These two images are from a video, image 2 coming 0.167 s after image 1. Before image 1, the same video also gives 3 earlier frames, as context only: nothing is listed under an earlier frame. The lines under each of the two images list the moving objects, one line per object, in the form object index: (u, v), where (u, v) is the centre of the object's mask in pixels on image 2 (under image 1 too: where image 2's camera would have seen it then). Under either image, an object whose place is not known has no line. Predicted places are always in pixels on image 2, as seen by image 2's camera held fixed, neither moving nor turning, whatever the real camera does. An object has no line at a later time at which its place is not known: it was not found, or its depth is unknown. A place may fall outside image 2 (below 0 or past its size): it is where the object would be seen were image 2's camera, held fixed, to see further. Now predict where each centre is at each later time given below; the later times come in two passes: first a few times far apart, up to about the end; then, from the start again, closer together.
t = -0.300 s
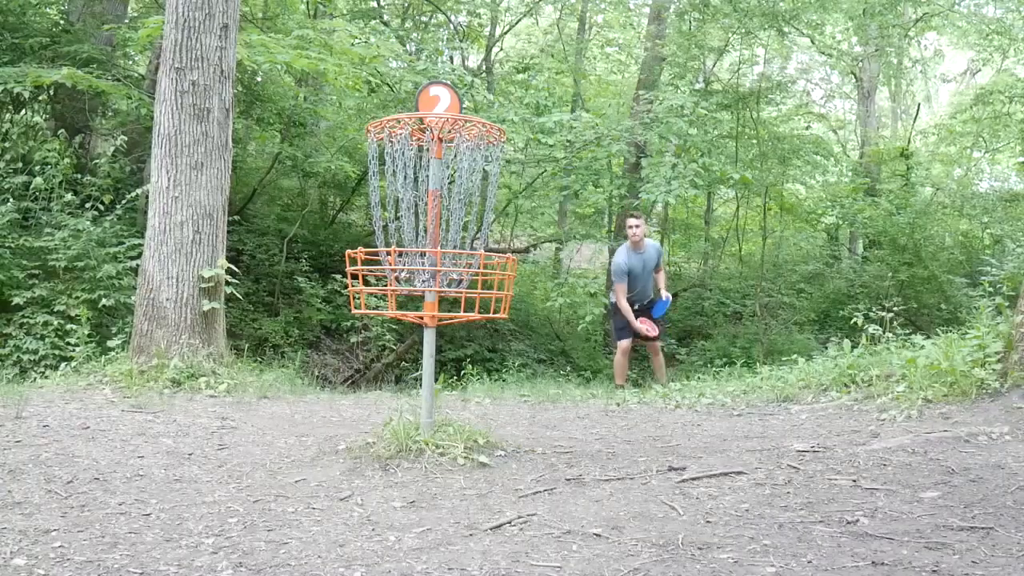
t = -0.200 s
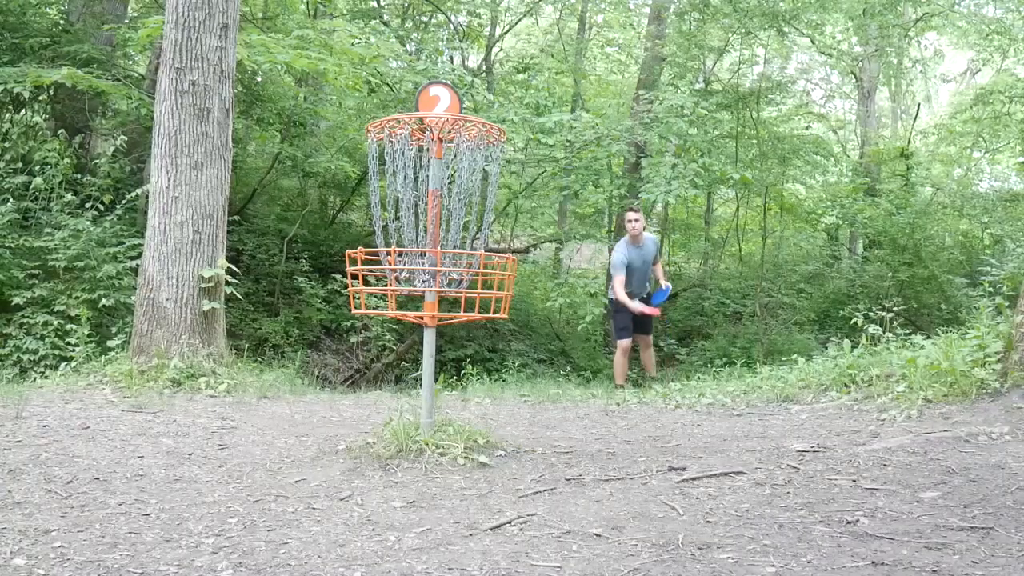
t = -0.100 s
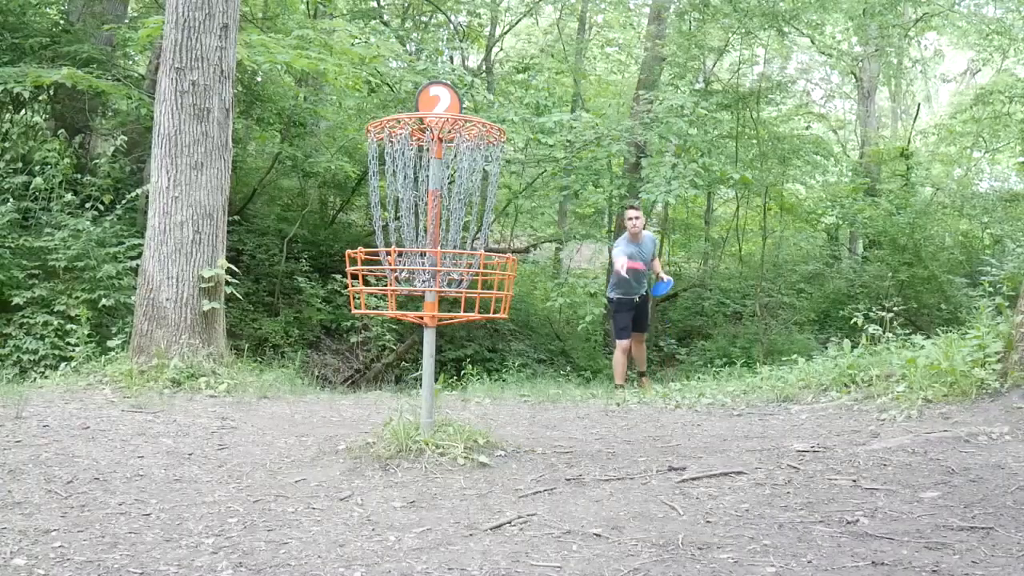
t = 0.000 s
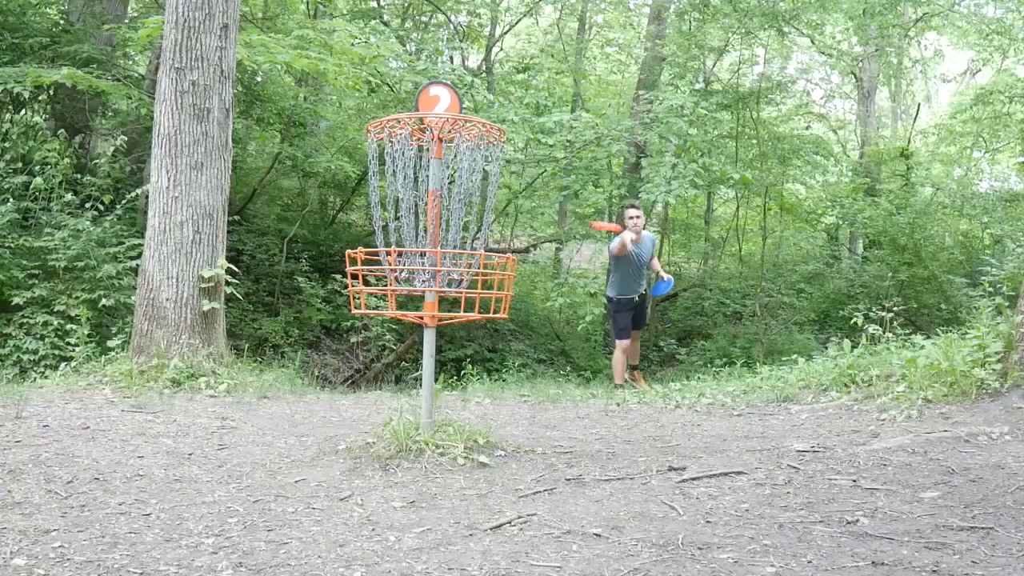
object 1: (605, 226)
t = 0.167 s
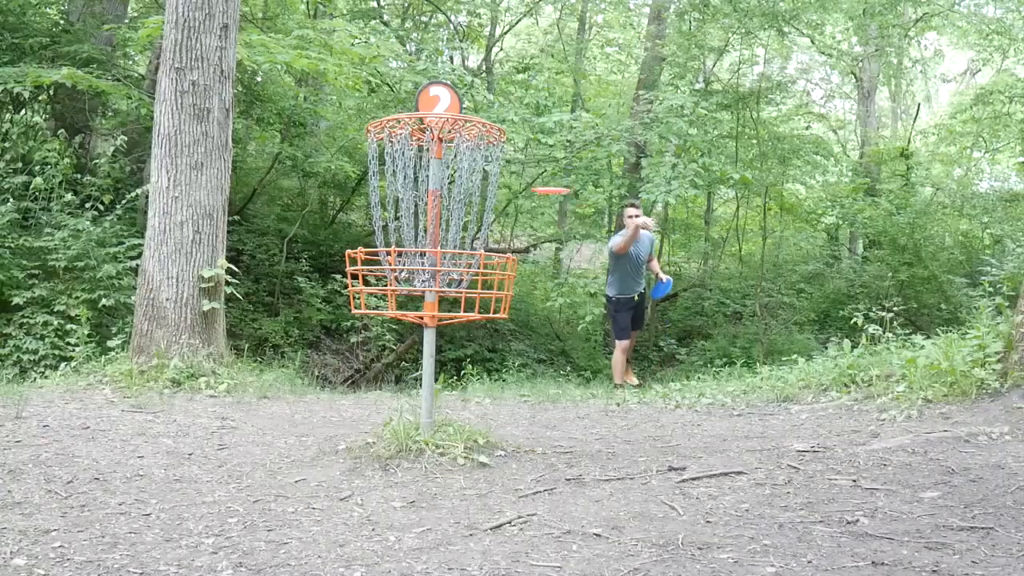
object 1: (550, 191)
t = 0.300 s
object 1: (491, 190)
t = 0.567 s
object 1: (413, 217)
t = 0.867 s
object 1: (417, 238)
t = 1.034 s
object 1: (423, 249)
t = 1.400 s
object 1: (408, 296)
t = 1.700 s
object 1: (410, 301)
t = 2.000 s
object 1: (411, 302)
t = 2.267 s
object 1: (411, 303)
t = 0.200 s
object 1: (537, 188)
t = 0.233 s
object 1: (523, 187)
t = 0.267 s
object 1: (506, 188)
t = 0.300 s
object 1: (491, 190)
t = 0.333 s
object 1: (470, 194)
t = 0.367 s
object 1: (452, 199)
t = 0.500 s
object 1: (420, 207)
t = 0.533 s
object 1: (422, 216)
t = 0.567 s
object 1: (413, 217)
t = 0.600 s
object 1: (414, 217)
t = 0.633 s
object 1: (416, 220)
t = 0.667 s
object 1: (410, 222)
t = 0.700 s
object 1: (410, 224)
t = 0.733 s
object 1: (409, 226)
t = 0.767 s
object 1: (410, 228)
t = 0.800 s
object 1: (412, 232)
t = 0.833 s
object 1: (412, 231)
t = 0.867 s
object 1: (417, 238)
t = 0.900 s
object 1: (417, 240)
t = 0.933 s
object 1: (417, 242)
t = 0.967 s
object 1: (418, 245)
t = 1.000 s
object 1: (420, 248)
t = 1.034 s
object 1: (423, 249)
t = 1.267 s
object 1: (418, 298)
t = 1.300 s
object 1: (415, 301)
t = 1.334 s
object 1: (412, 296)
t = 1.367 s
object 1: (409, 297)
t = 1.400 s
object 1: (408, 296)
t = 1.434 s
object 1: (409, 297)
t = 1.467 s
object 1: (409, 297)
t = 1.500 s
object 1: (409, 297)
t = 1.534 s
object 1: (410, 301)
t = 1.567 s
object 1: (410, 302)
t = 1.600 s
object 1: (410, 302)
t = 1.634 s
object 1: (410, 301)
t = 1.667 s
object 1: (410, 301)
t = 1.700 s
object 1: (410, 301)
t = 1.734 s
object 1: (410, 301)
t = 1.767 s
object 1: (410, 301)
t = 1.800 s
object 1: (411, 302)
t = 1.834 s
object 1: (410, 302)
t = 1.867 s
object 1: (410, 302)
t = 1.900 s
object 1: (411, 302)
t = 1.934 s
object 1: (411, 302)
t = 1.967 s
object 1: (411, 302)
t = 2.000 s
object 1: (411, 302)
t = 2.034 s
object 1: (411, 302)
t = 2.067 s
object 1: (411, 302)
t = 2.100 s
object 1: (411, 303)
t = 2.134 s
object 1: (412, 303)
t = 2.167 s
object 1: (411, 303)
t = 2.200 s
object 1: (411, 303)
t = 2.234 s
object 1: (411, 303)
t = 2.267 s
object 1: (411, 303)
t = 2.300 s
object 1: (411, 303)
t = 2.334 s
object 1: (411, 302)
